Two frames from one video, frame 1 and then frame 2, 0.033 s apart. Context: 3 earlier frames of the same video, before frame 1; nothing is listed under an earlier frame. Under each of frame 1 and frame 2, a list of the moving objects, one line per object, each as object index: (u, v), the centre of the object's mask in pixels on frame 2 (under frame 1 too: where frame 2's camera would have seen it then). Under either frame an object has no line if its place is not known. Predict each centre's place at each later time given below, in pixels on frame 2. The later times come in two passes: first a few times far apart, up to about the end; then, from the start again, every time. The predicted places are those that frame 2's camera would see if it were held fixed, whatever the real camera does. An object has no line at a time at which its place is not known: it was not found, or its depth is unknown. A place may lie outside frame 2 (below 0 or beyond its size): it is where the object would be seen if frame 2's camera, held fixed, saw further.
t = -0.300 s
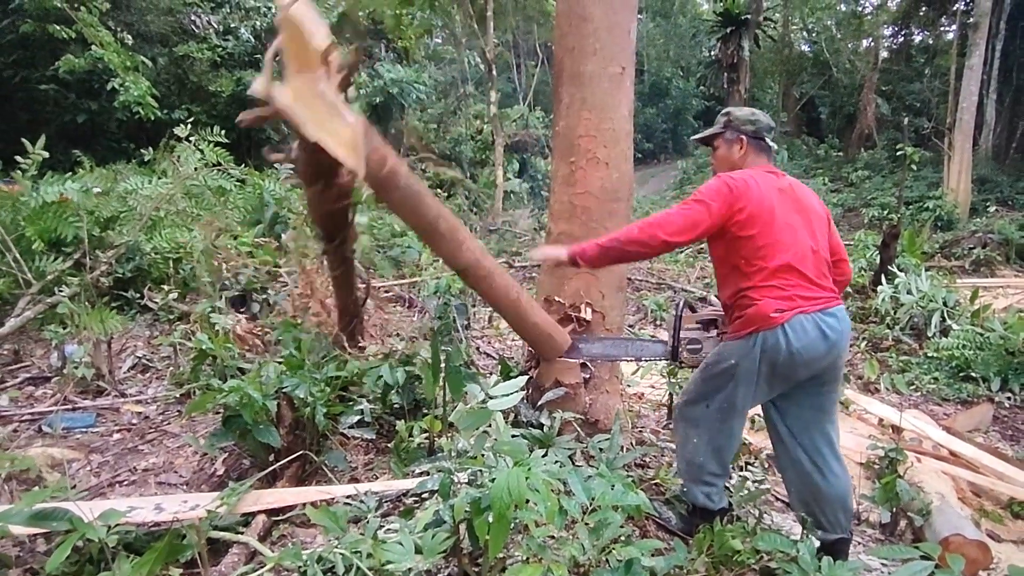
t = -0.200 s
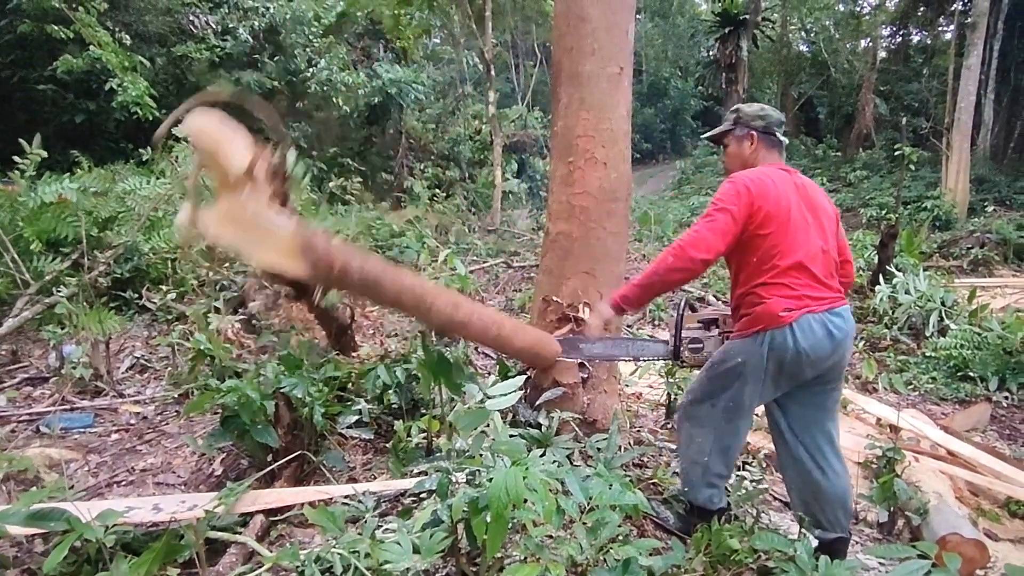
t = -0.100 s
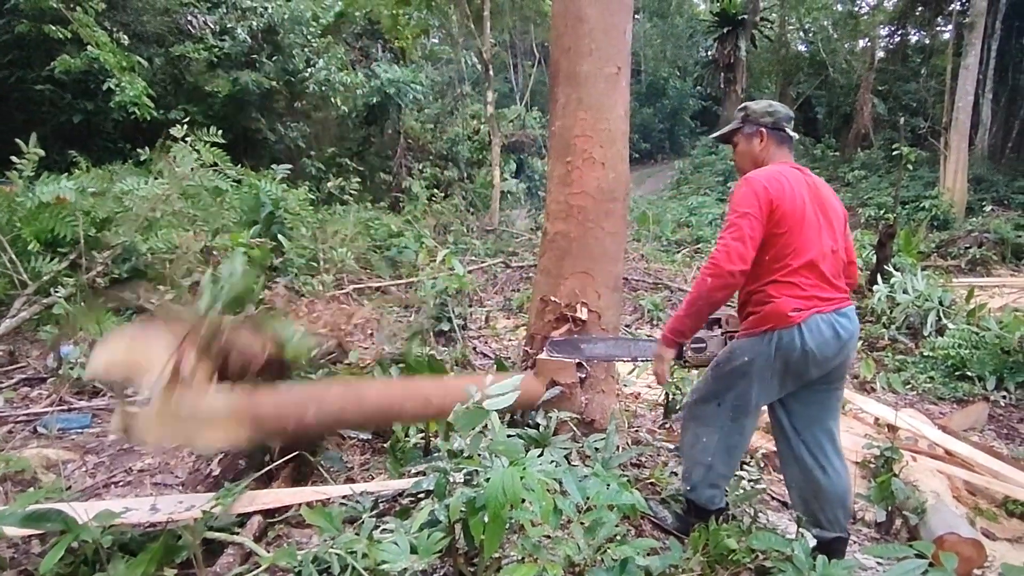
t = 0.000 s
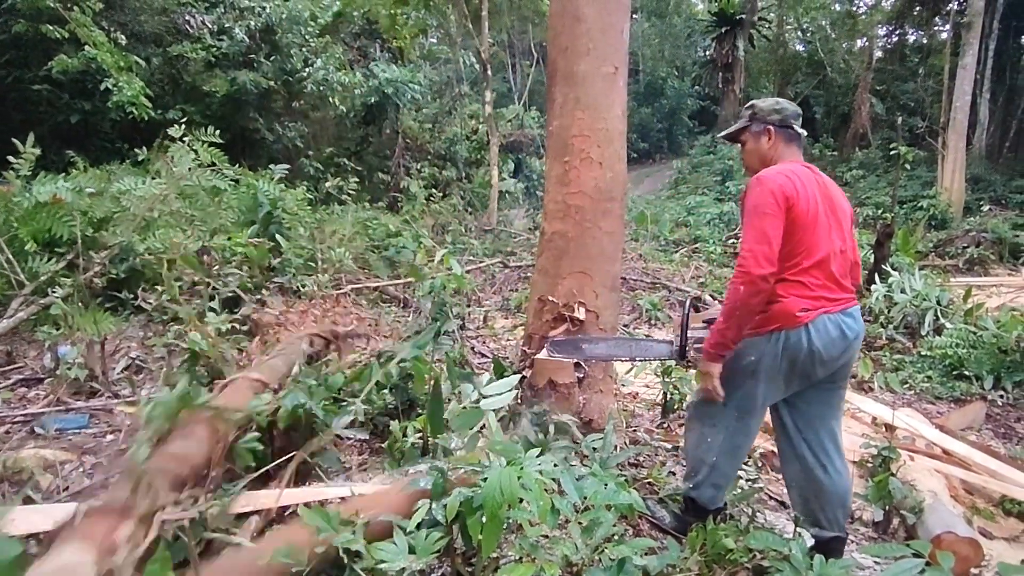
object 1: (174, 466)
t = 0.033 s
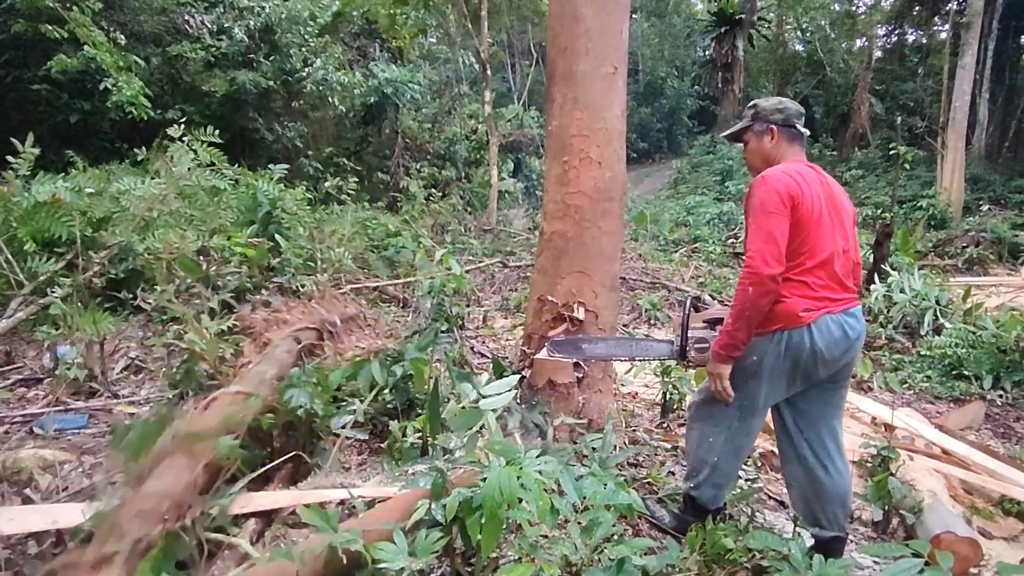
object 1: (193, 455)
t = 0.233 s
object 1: (130, 482)
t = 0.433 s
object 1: (104, 491)
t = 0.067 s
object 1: (197, 454)
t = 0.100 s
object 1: (200, 441)
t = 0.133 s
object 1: (183, 447)
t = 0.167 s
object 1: (163, 463)
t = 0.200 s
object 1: (147, 470)
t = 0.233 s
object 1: (130, 482)
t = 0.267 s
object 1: (122, 487)
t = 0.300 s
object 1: (111, 494)
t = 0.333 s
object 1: (96, 501)
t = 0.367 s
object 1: (105, 489)
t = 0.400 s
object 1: (103, 490)
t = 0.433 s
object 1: (104, 491)
